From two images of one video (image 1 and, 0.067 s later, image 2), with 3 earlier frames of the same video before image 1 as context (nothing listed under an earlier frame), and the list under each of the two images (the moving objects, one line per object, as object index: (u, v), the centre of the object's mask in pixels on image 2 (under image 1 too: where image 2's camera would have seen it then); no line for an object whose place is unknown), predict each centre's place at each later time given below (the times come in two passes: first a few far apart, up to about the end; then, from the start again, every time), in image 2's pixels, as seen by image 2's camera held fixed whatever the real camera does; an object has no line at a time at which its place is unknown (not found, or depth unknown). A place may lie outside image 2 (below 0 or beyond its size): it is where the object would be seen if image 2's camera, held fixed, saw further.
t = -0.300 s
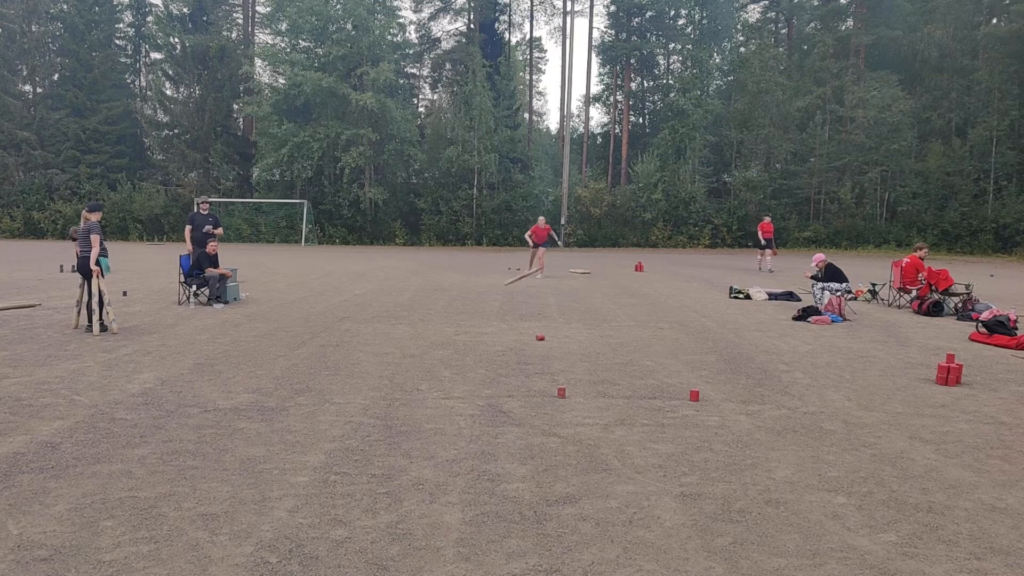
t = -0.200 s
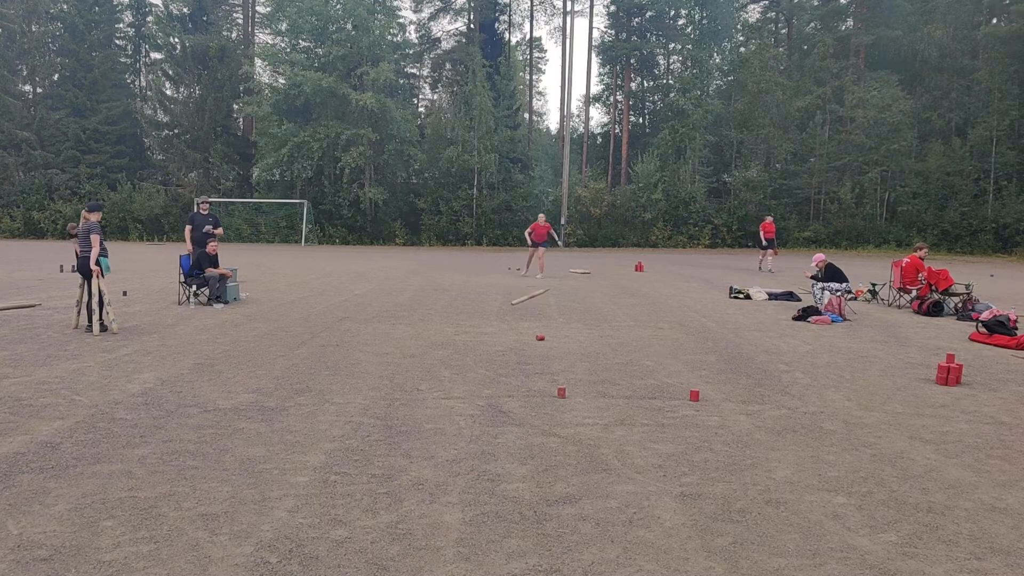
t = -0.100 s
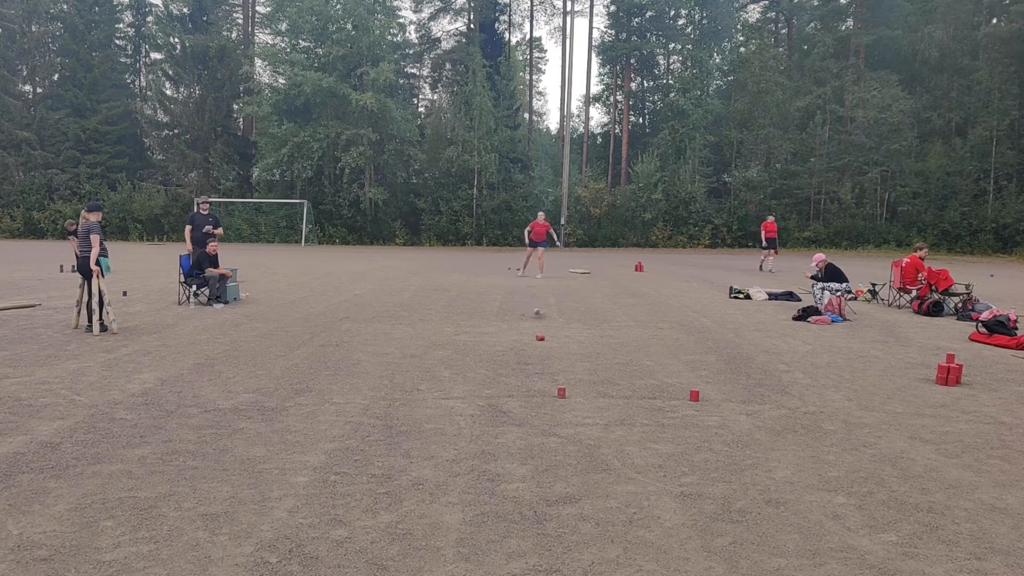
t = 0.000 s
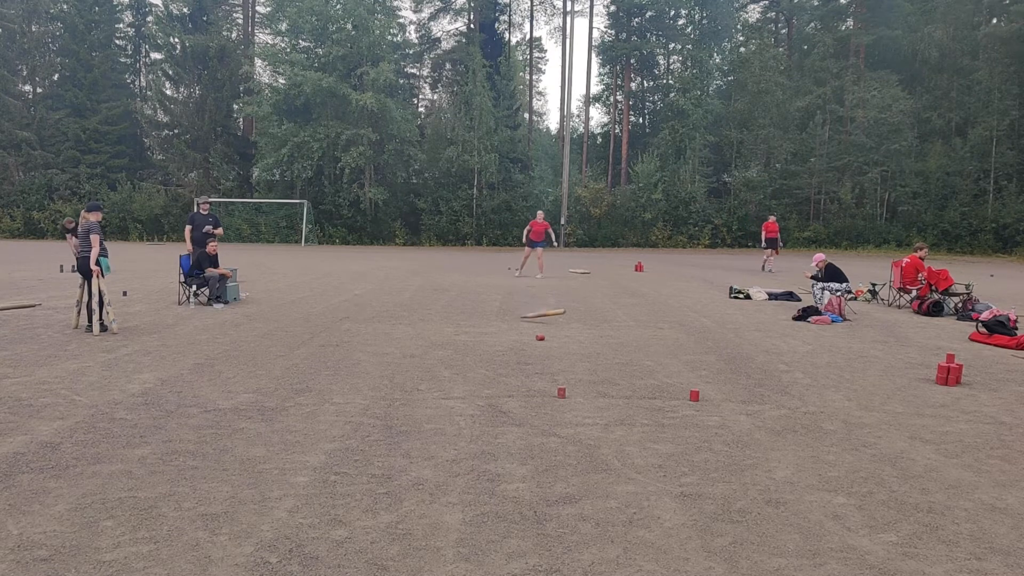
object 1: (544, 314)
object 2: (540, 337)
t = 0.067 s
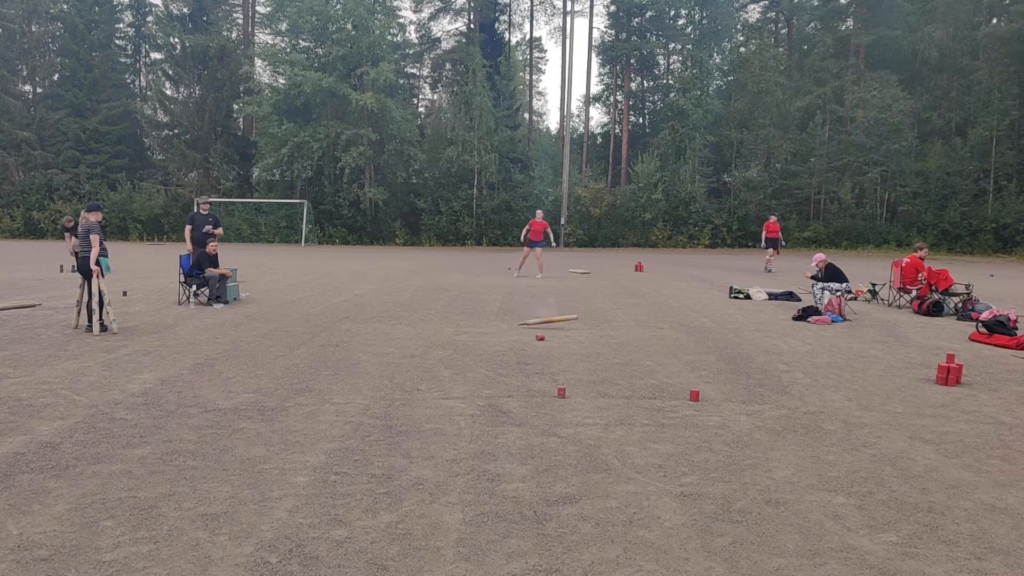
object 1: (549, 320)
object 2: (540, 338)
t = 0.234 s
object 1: (570, 338)
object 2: (549, 343)
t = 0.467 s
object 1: (572, 359)
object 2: (587, 356)
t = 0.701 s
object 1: (590, 378)
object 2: (629, 394)
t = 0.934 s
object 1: (609, 399)
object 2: (671, 423)
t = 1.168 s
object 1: (635, 420)
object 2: (723, 446)
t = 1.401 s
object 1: (668, 438)
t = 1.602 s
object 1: (704, 451)
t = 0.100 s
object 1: (552, 325)
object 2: (540, 337)
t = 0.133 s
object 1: (555, 331)
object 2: (540, 338)
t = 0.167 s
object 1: (559, 335)
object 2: (541, 338)
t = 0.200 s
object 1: (566, 336)
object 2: (545, 340)
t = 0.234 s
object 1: (570, 338)
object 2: (549, 343)
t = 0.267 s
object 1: (574, 340)
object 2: (555, 346)
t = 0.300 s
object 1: (566, 345)
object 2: (559, 351)
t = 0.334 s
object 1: (568, 348)
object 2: (564, 353)
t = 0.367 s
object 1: (571, 347)
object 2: (569, 352)
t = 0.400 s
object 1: (559, 355)
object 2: (575, 353)
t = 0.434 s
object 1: (562, 358)
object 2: (580, 354)
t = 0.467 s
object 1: (572, 359)
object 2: (587, 356)
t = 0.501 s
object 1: (576, 361)
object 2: (593, 360)
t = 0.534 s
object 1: (579, 364)
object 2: (598, 365)
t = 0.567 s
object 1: (582, 367)
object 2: (605, 372)
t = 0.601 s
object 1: (583, 370)
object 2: (612, 381)
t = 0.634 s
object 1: (586, 372)
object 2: (619, 390)
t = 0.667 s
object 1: (588, 375)
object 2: (624, 394)
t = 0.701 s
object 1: (590, 378)
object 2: (629, 394)
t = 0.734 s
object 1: (593, 381)
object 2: (635, 399)
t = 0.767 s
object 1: (595, 384)
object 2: (641, 405)
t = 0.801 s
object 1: (598, 387)
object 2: (647, 410)
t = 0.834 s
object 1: (600, 390)
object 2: (653, 411)
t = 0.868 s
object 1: (603, 393)
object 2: (659, 413)
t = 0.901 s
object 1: (605, 396)
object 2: (665, 417)
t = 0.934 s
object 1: (609, 399)
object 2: (671, 423)
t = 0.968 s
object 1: (612, 402)
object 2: (678, 430)
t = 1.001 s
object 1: (615, 405)
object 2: (685, 440)
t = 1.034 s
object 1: (619, 408)
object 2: (692, 443)
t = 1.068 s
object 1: (623, 411)
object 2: (699, 440)
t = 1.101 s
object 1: (626, 414)
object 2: (707, 441)
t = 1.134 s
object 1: (630, 417)
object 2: (715, 442)
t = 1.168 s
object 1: (635, 420)
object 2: (723, 446)
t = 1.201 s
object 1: (639, 423)
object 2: (732, 452)
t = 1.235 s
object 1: (644, 425)
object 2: (741, 459)
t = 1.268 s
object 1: (648, 428)
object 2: (750, 469)
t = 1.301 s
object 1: (653, 431)
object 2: (759, 482)
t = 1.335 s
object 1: (658, 433)
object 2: (769, 497)
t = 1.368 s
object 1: (662, 436)
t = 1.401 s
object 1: (668, 438)
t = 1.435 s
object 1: (673, 441)
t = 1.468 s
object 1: (679, 442)
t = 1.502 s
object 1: (685, 445)
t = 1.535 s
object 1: (691, 447)
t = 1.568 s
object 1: (697, 449)
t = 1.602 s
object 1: (704, 451)
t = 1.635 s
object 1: (710, 453)
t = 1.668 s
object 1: (717, 454)
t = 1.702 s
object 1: (724, 456)
